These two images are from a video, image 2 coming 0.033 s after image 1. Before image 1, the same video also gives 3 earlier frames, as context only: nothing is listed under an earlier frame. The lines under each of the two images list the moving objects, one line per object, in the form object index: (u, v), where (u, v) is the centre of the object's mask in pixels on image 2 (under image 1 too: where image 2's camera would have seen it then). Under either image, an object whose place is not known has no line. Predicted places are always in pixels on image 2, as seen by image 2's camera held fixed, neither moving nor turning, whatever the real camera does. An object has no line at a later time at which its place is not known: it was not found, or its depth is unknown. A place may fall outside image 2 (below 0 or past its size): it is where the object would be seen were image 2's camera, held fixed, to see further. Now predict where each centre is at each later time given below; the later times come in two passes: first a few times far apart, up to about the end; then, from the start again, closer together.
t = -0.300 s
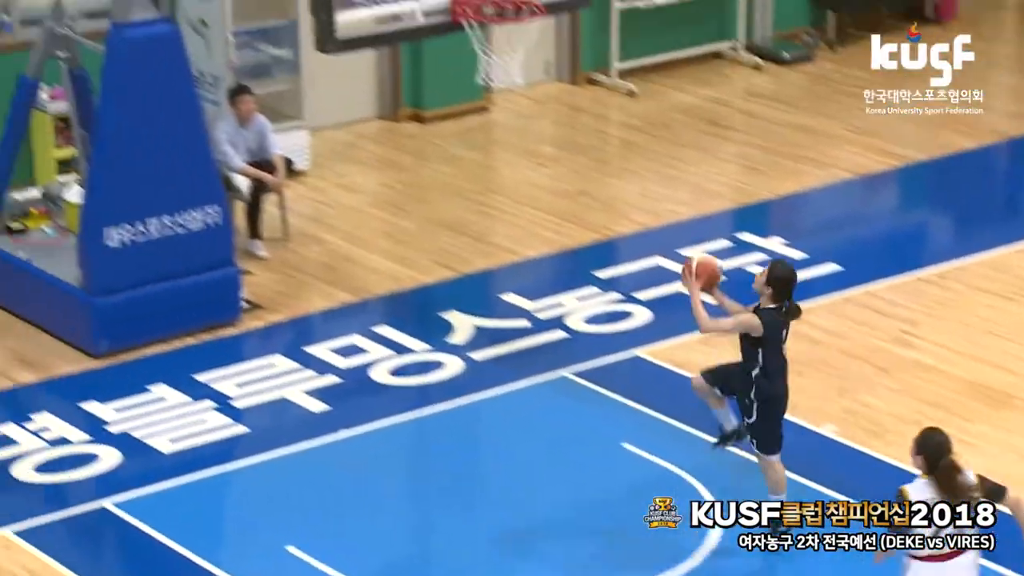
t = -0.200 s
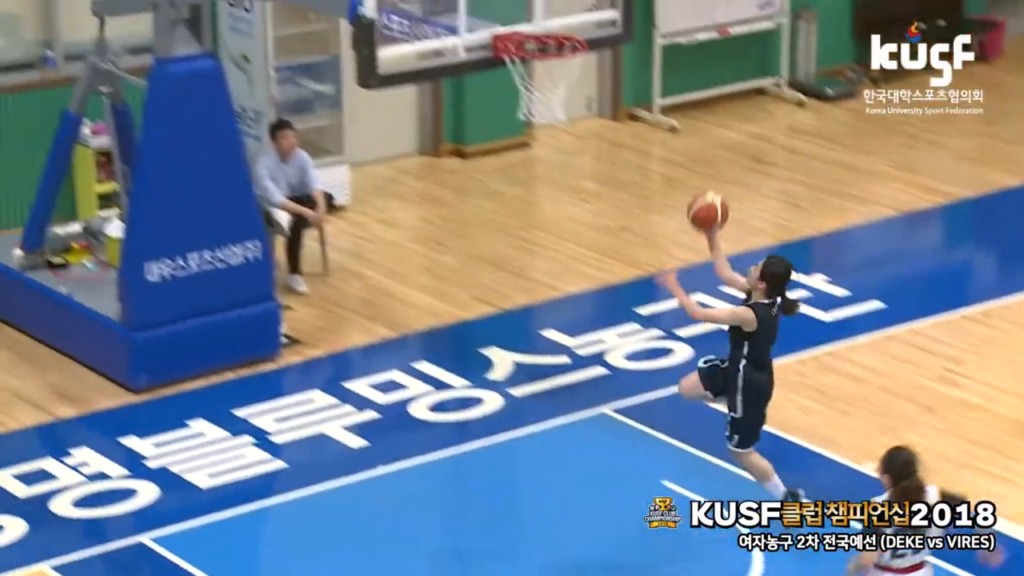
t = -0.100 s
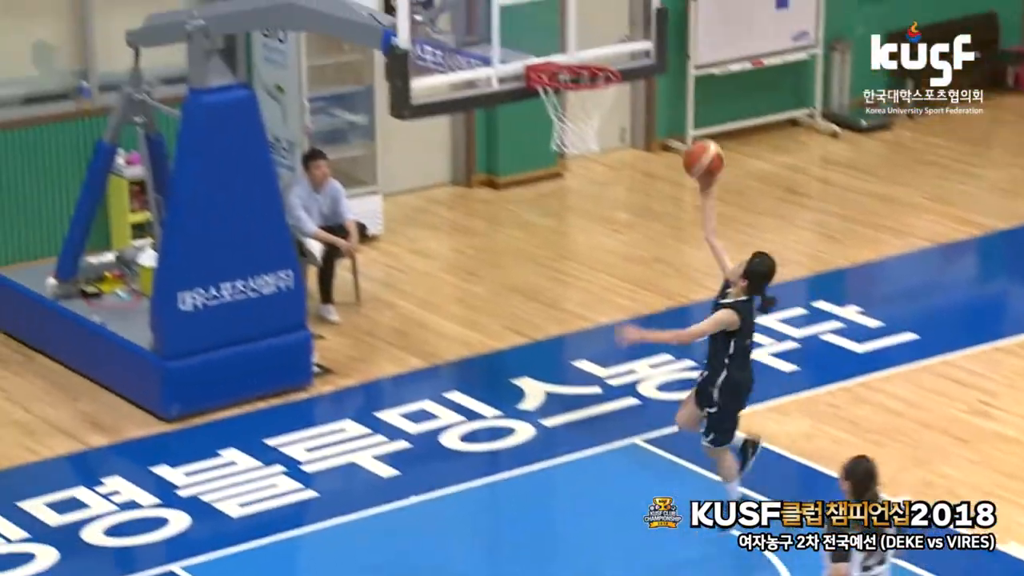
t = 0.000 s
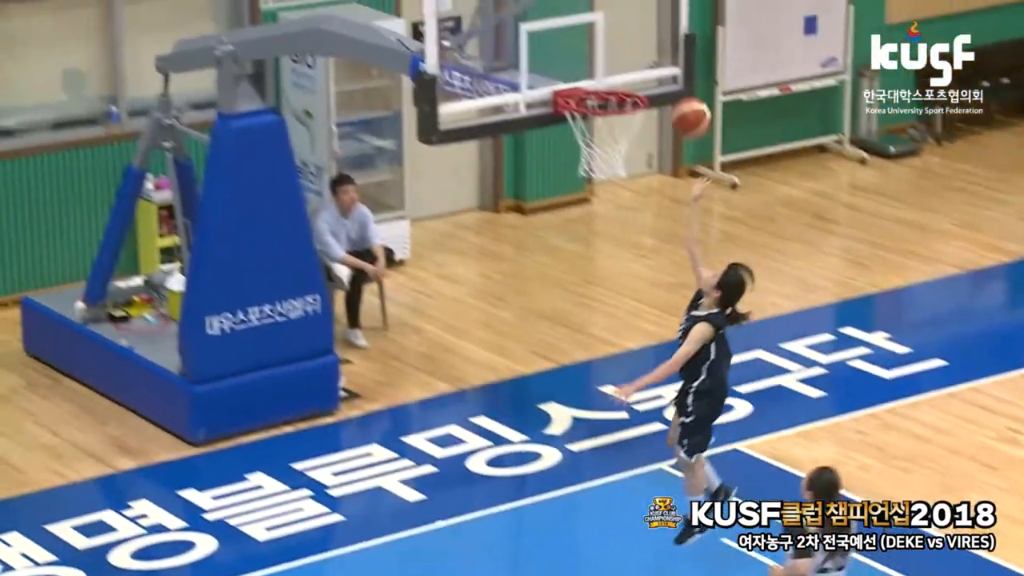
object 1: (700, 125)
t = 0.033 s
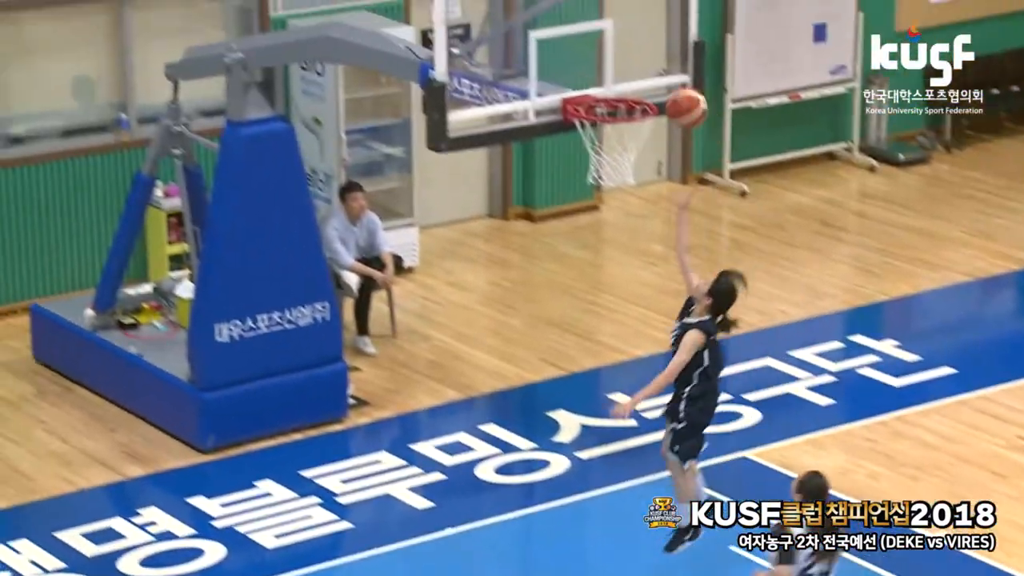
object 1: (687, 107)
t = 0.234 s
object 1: (627, 45)
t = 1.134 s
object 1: (623, 195)
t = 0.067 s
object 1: (673, 92)
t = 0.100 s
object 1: (659, 76)
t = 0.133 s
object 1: (647, 63)
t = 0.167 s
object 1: (634, 53)
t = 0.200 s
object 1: (626, 46)
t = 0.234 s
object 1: (627, 45)
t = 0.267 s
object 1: (629, 46)
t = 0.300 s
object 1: (630, 49)
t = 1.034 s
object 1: (630, 163)
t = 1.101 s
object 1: (626, 183)
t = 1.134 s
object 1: (623, 195)
